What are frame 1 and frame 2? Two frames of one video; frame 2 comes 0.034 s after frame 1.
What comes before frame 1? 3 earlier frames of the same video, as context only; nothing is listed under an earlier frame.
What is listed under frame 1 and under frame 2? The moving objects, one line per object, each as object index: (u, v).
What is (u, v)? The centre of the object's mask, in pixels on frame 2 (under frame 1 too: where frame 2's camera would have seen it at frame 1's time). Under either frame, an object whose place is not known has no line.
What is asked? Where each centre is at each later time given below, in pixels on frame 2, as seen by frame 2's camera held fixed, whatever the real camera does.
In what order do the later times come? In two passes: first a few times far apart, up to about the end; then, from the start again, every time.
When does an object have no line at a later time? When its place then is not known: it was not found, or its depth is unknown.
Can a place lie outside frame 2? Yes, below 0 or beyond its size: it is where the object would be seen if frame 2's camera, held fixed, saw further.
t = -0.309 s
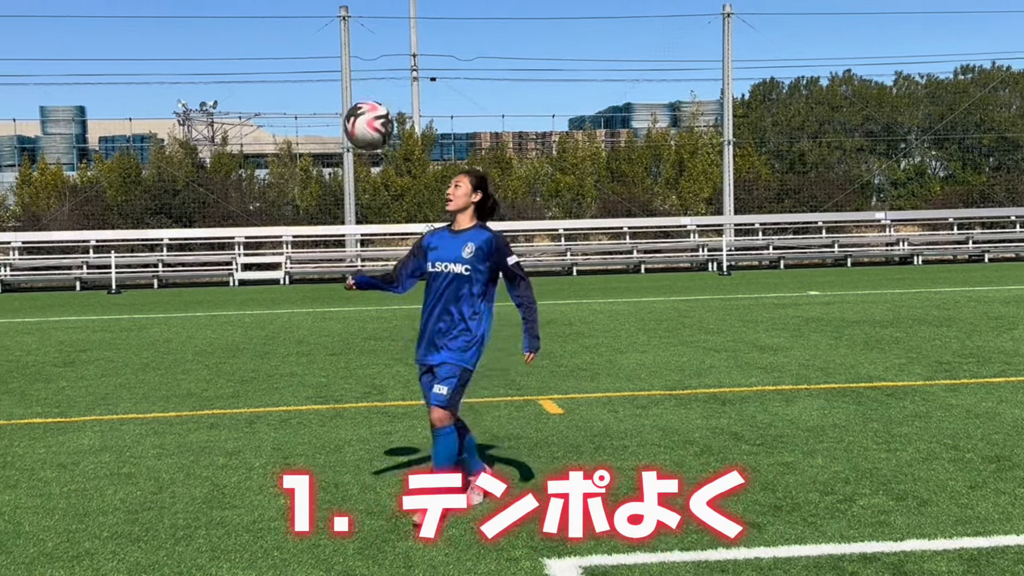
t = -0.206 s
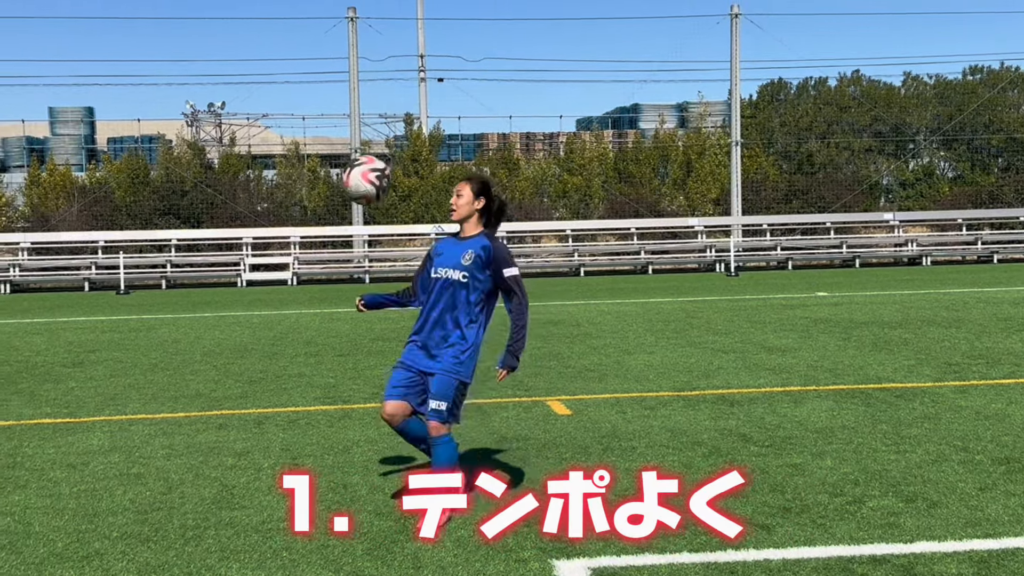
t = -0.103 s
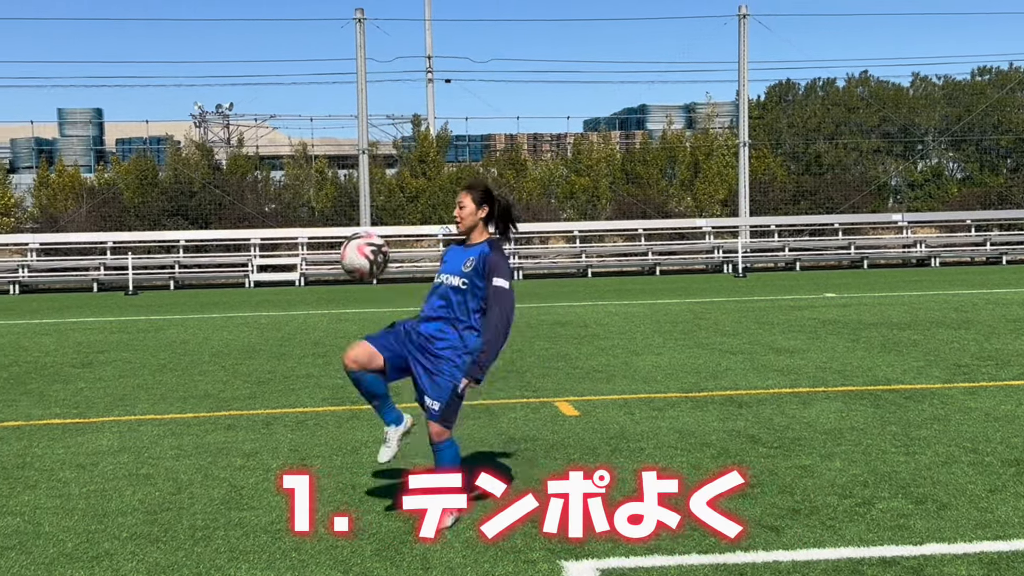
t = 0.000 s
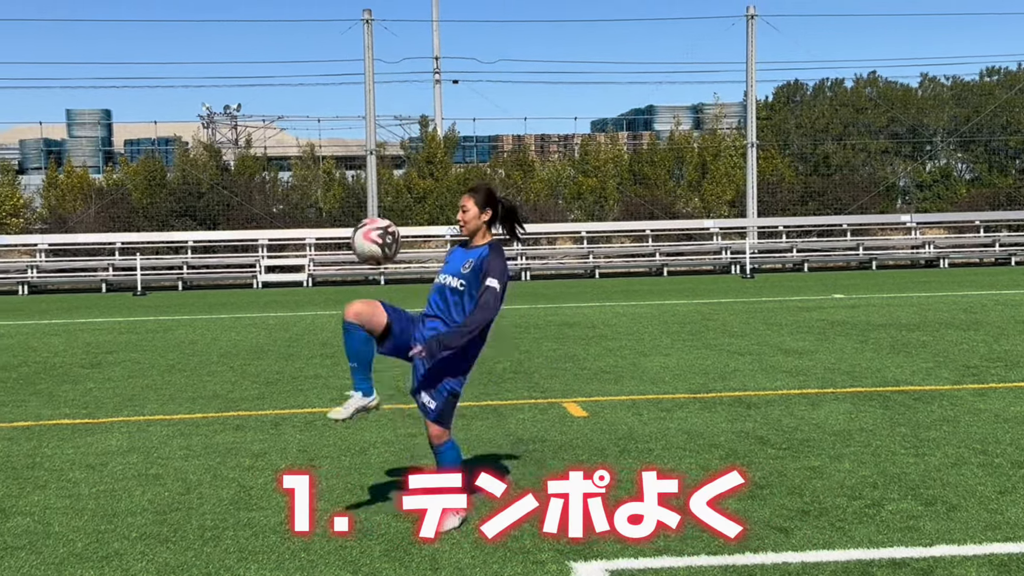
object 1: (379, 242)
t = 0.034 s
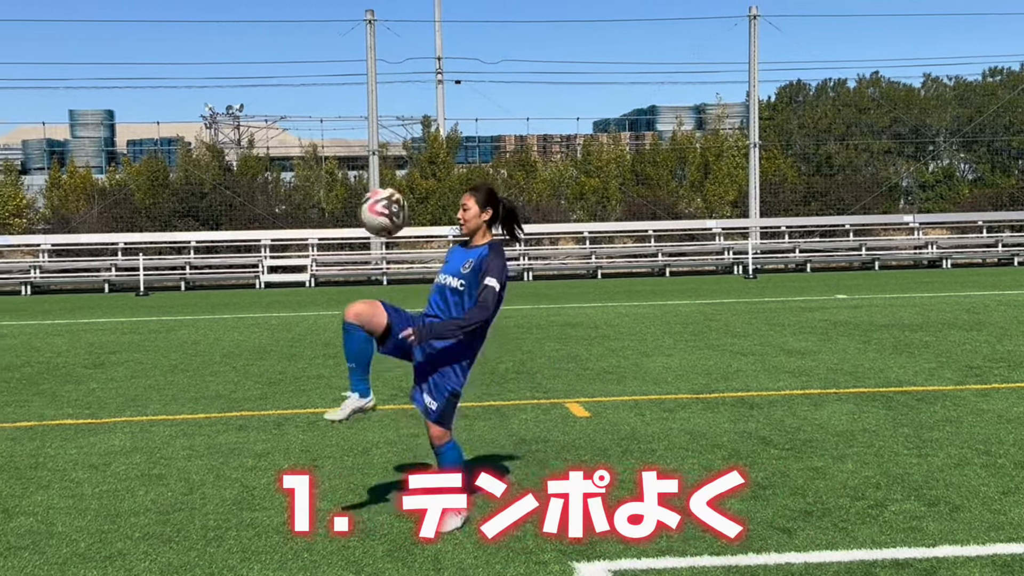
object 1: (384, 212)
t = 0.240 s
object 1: (416, 84)
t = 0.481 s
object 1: (453, 46)
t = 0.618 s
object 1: (476, 80)
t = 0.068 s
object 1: (388, 184)
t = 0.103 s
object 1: (392, 160)
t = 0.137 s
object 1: (399, 138)
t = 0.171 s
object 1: (405, 117)
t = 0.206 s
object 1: (410, 99)
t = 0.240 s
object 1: (416, 84)
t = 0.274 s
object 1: (421, 71)
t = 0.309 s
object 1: (426, 60)
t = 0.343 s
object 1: (431, 52)
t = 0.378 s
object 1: (437, 47)
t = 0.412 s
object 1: (442, 44)
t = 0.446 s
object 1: (448, 43)
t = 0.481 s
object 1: (453, 46)
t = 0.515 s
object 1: (459, 50)
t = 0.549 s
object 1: (464, 58)
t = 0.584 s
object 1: (470, 68)
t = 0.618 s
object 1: (476, 80)
